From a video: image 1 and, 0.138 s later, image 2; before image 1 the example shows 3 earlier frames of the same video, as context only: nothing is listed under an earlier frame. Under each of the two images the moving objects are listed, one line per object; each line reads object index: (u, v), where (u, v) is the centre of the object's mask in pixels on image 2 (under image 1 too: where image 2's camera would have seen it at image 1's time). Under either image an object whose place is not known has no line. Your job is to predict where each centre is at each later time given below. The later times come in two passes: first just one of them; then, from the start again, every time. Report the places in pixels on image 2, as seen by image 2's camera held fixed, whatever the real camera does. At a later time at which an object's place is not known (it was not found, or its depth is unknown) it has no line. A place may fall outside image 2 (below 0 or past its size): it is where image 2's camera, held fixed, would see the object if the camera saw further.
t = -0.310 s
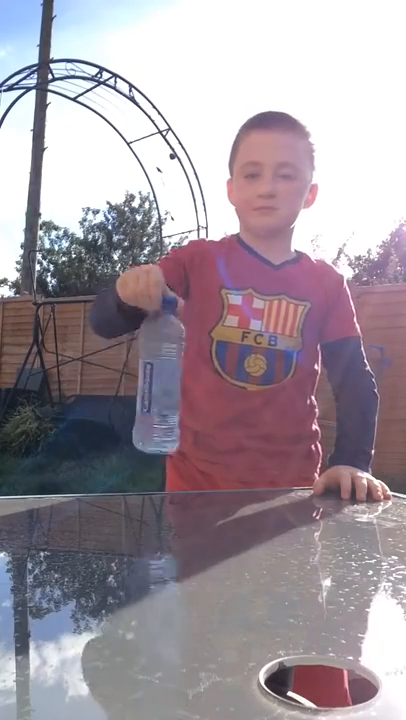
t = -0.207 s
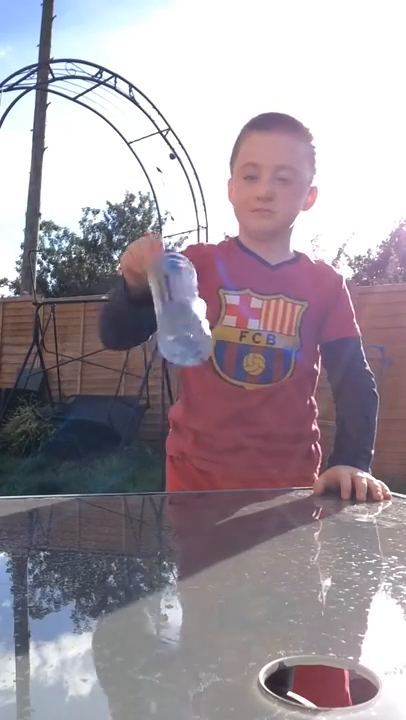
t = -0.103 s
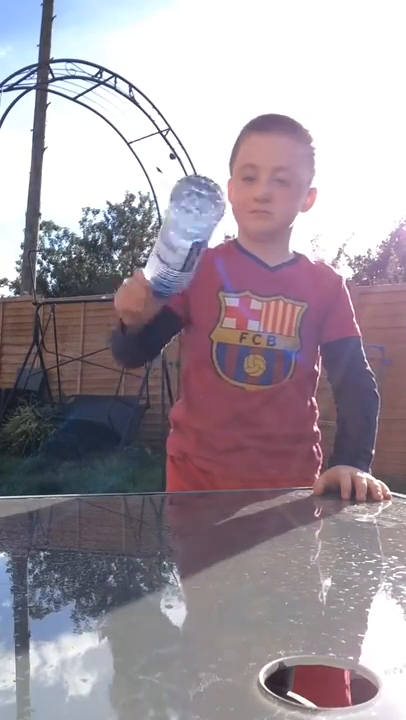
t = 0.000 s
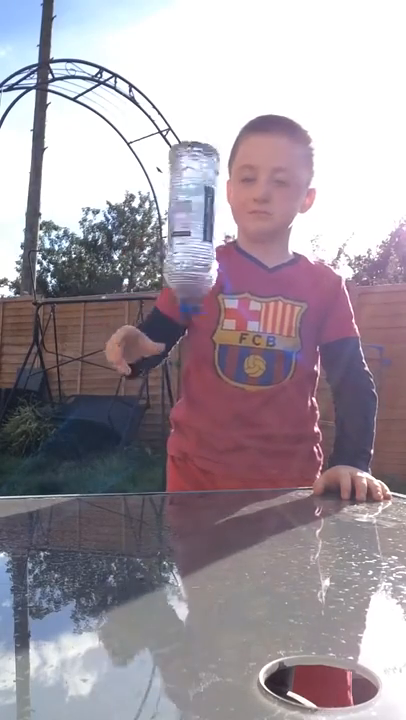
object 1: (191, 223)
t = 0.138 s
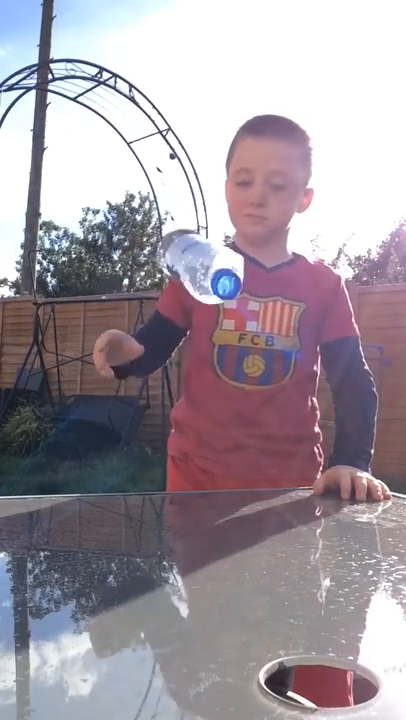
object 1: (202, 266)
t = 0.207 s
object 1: (196, 332)
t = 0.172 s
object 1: (200, 294)
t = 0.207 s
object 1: (196, 332)
